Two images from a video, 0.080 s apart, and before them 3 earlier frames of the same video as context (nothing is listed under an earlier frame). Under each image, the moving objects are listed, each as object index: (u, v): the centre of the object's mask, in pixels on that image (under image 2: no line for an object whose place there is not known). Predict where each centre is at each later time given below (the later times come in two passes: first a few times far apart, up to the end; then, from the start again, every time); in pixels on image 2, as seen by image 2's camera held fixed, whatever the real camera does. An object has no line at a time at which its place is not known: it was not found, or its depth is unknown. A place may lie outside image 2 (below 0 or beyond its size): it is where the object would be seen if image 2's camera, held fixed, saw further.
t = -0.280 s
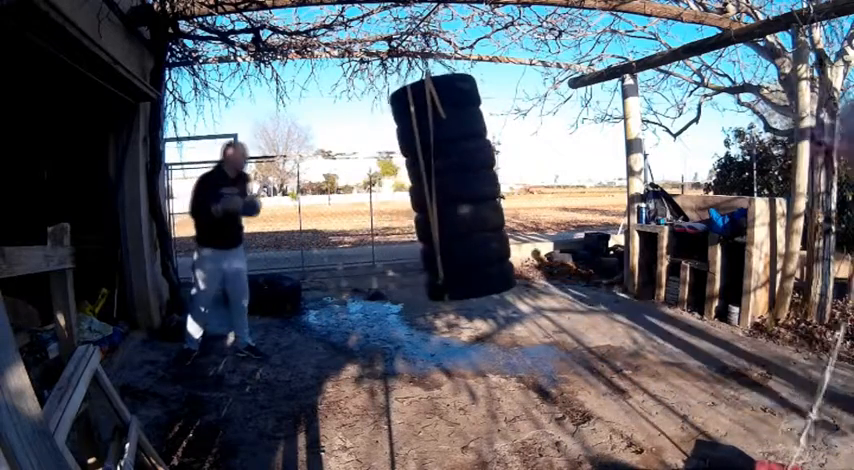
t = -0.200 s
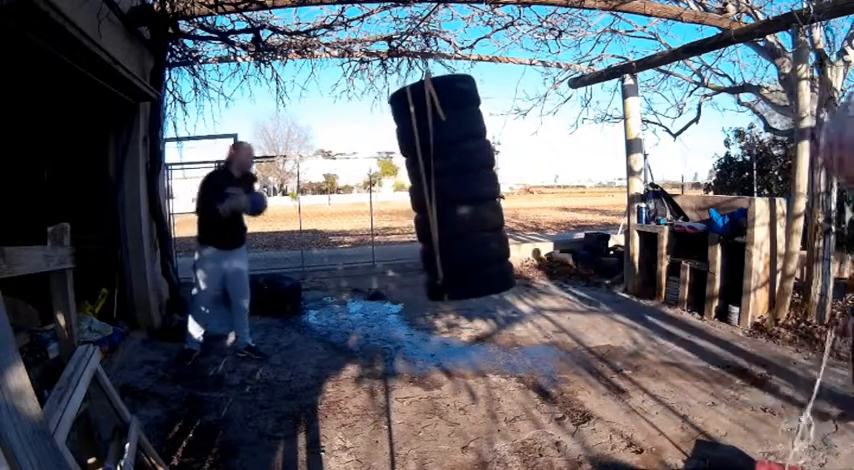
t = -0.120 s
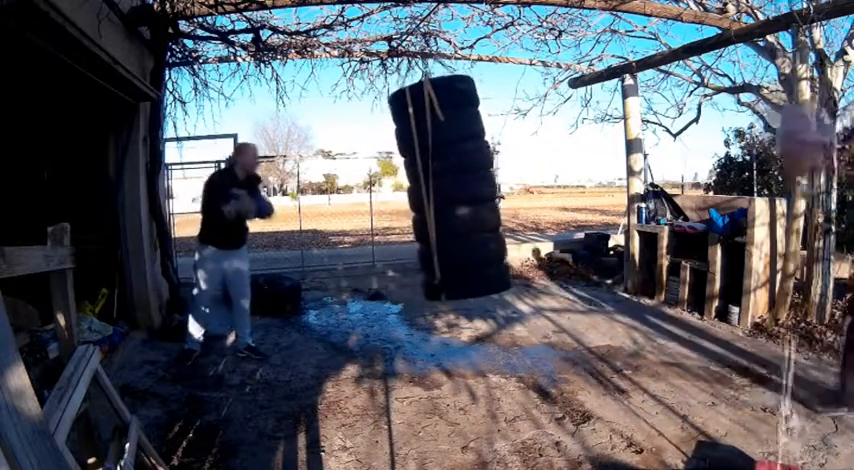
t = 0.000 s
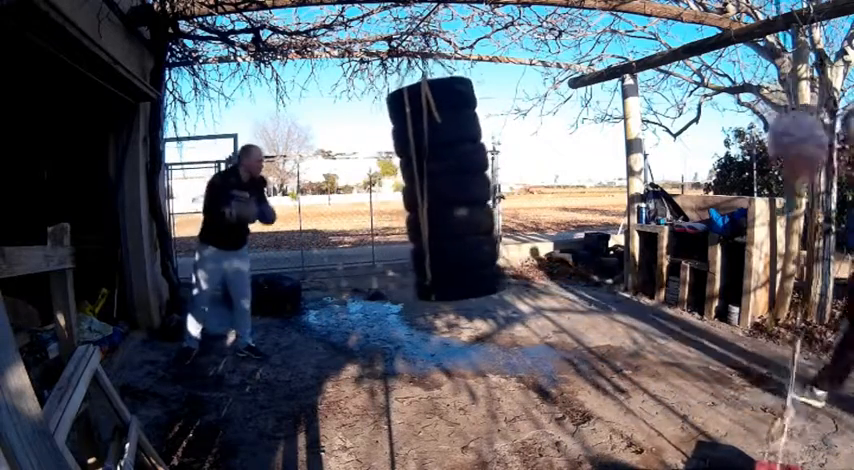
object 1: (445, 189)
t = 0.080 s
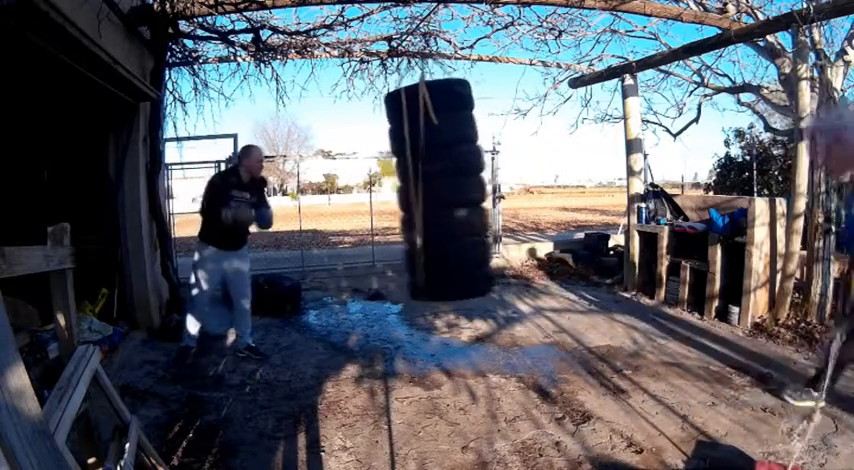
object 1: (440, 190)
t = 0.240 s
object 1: (428, 191)
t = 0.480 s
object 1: (407, 192)
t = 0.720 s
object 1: (389, 191)
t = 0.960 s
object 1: (379, 191)
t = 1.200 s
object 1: (381, 191)
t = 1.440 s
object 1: (394, 192)
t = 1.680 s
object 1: (415, 193)
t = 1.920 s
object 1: (436, 190)
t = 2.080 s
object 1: (446, 189)
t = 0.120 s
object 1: (437, 190)
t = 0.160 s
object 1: (434, 190)
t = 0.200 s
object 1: (431, 191)
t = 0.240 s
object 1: (428, 191)
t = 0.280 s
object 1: (424, 191)
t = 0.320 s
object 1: (420, 192)
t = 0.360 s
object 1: (417, 192)
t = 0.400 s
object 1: (413, 192)
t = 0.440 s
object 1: (410, 193)
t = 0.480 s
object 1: (407, 192)
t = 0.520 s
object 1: (403, 192)
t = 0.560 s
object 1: (400, 192)
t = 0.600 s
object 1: (397, 191)
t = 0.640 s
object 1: (394, 191)
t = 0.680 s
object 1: (391, 191)
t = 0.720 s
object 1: (389, 191)
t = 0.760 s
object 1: (386, 191)
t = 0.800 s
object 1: (384, 191)
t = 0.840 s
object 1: (382, 191)
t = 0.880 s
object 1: (381, 191)
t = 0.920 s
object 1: (380, 191)
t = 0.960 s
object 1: (379, 191)
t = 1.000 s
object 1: (379, 191)
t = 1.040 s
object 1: (379, 191)
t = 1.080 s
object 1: (379, 191)
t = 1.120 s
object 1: (379, 191)
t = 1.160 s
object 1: (380, 191)
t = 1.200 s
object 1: (381, 191)
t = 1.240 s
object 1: (382, 191)
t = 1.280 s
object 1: (384, 192)
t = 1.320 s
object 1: (386, 192)
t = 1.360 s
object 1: (389, 192)
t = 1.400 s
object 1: (391, 192)
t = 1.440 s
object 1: (394, 192)
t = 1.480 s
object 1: (398, 192)
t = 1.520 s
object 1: (401, 192)
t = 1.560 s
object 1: (404, 192)
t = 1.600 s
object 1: (408, 192)
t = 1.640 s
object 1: (411, 192)
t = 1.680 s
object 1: (415, 193)
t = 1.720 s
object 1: (419, 192)
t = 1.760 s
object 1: (422, 192)
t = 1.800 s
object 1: (426, 192)
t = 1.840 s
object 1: (429, 191)
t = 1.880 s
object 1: (433, 191)
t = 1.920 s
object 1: (436, 190)
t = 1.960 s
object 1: (439, 190)
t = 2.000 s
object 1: (442, 190)
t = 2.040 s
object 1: (444, 190)
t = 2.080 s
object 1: (446, 189)
